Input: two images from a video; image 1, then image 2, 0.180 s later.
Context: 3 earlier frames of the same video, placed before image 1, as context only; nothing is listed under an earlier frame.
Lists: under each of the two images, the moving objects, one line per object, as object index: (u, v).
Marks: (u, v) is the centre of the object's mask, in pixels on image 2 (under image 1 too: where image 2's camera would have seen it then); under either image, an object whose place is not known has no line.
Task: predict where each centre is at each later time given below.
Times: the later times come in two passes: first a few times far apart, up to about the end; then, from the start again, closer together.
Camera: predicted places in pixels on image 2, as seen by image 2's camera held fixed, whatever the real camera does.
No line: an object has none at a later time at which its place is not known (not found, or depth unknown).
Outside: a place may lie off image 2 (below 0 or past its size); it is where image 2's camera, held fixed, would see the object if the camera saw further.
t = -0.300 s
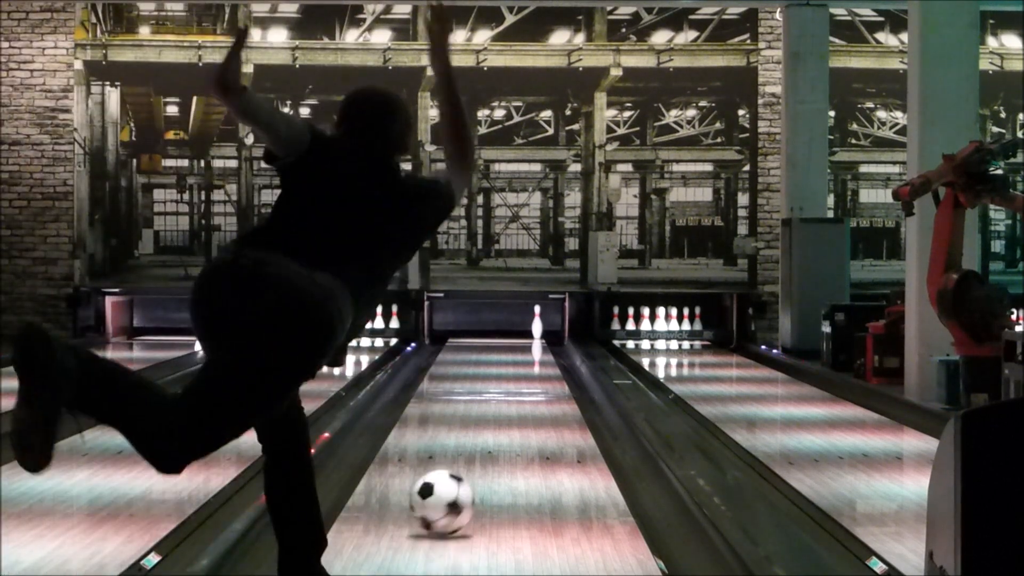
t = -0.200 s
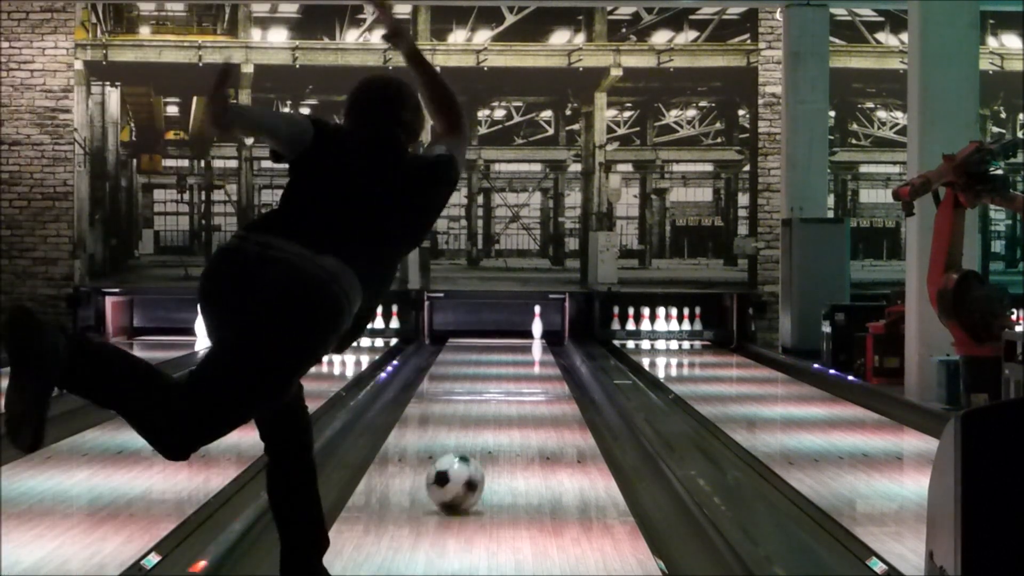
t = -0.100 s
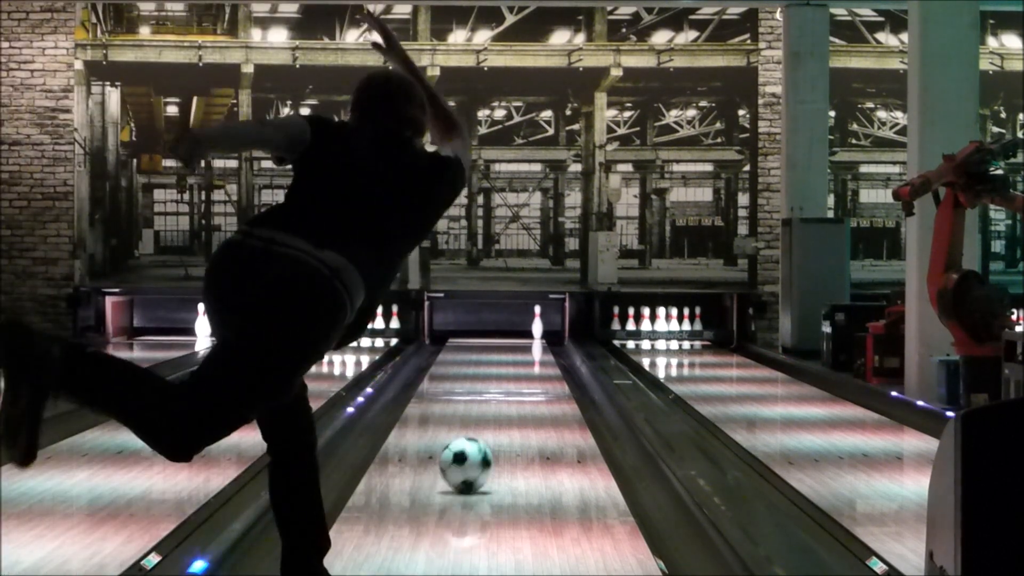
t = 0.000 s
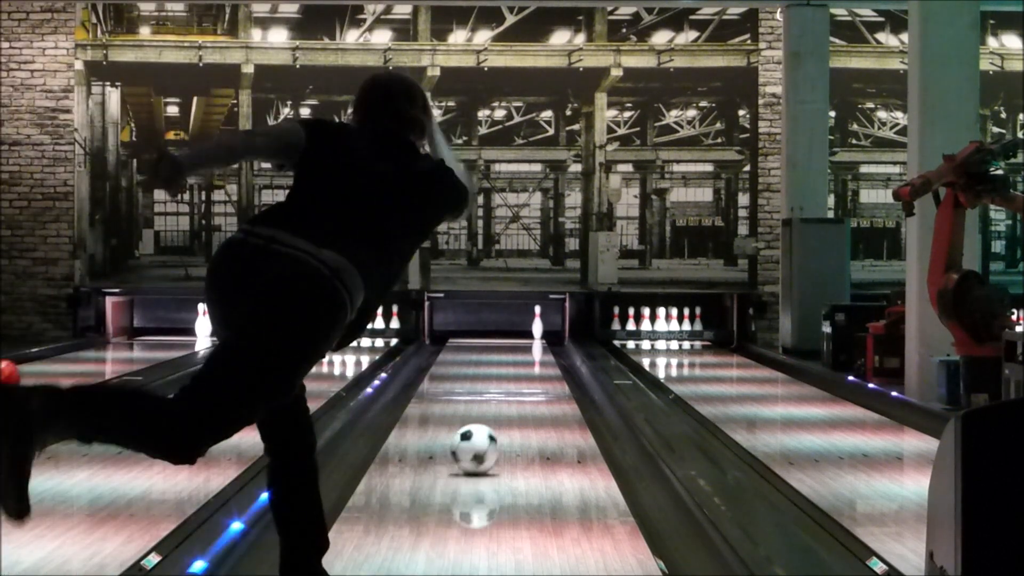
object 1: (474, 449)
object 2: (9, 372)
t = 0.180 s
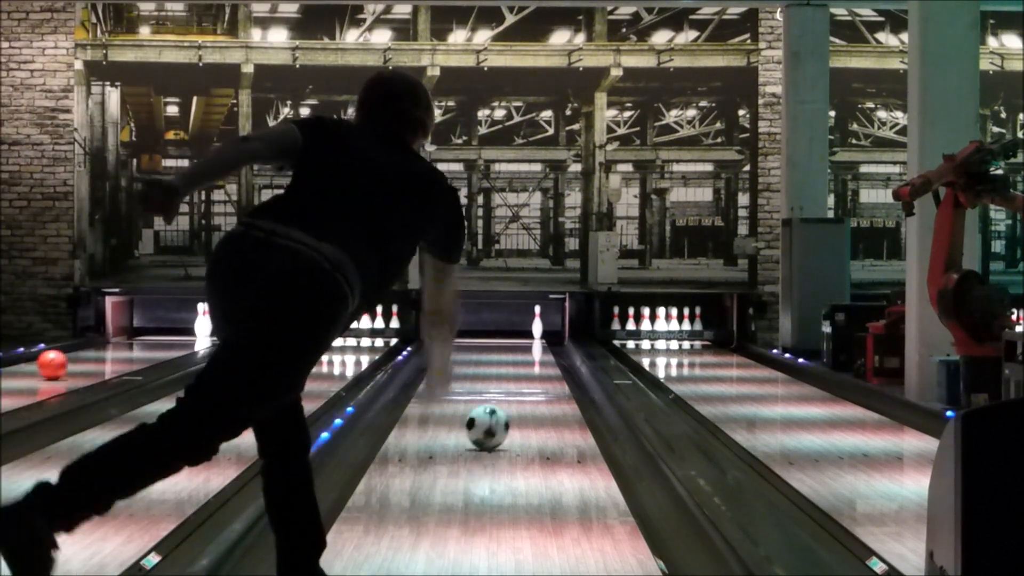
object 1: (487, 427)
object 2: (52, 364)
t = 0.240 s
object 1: (490, 421)
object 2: (67, 361)
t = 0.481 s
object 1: (499, 400)
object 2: (119, 350)
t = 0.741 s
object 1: (505, 383)
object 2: (162, 342)
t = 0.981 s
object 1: (507, 371)
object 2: (196, 336)
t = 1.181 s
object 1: (508, 362)
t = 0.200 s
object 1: (488, 425)
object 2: (57, 363)
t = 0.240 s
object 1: (490, 421)
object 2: (67, 361)
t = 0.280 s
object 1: (492, 417)
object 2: (76, 360)
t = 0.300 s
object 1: (493, 415)
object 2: (81, 359)
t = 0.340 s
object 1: (495, 412)
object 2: (90, 356)
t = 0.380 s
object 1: (496, 408)
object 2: (99, 355)
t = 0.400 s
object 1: (497, 406)
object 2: (102, 354)
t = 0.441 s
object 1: (498, 404)
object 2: (110, 353)
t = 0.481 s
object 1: (499, 400)
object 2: (119, 350)
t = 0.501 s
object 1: (500, 399)
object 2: (122, 350)
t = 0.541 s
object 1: (501, 395)
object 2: (129, 349)
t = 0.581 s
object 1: (502, 393)
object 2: (136, 347)
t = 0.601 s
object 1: (502, 391)
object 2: (140, 346)
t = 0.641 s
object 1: (503, 389)
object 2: (147, 345)
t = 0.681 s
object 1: (504, 386)
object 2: (153, 343)
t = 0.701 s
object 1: (504, 385)
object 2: (157, 342)
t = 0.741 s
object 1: (505, 383)
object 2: (162, 342)
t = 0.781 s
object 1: (505, 381)
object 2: (168, 340)
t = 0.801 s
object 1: (505, 379)
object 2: (174, 339)
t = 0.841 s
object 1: (506, 378)
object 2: (177, 339)
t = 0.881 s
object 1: (507, 375)
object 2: (182, 337)
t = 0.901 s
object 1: (507, 373)
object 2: (188, 337)
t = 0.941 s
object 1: (507, 372)
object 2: (191, 336)
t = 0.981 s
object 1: (507, 371)
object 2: (196, 336)
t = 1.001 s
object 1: (508, 369)
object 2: (202, 334)
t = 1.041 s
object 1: (508, 368)
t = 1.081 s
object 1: (508, 366)
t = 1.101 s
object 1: (508, 365)
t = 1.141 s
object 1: (508, 364)
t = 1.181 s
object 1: (508, 362)
